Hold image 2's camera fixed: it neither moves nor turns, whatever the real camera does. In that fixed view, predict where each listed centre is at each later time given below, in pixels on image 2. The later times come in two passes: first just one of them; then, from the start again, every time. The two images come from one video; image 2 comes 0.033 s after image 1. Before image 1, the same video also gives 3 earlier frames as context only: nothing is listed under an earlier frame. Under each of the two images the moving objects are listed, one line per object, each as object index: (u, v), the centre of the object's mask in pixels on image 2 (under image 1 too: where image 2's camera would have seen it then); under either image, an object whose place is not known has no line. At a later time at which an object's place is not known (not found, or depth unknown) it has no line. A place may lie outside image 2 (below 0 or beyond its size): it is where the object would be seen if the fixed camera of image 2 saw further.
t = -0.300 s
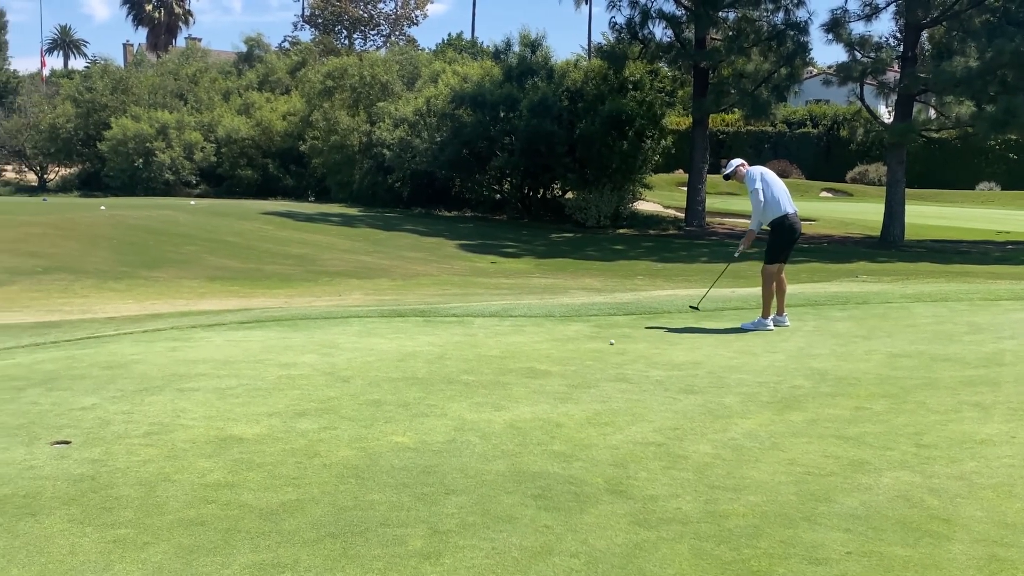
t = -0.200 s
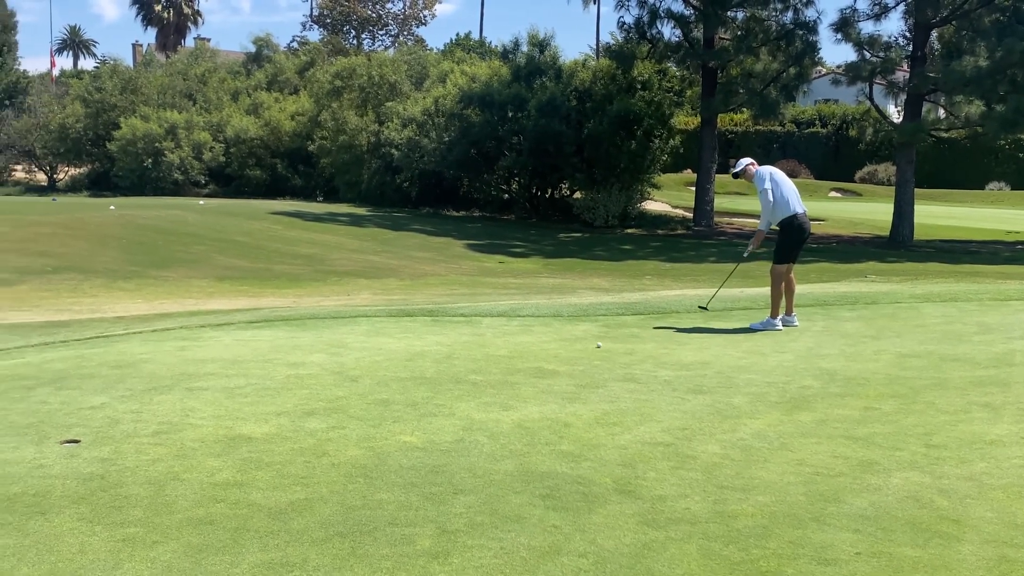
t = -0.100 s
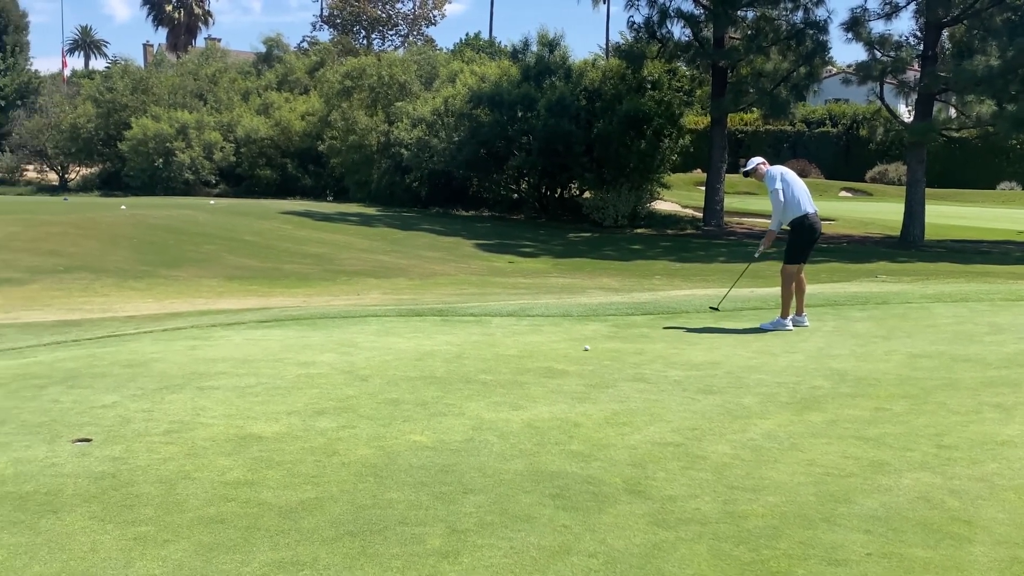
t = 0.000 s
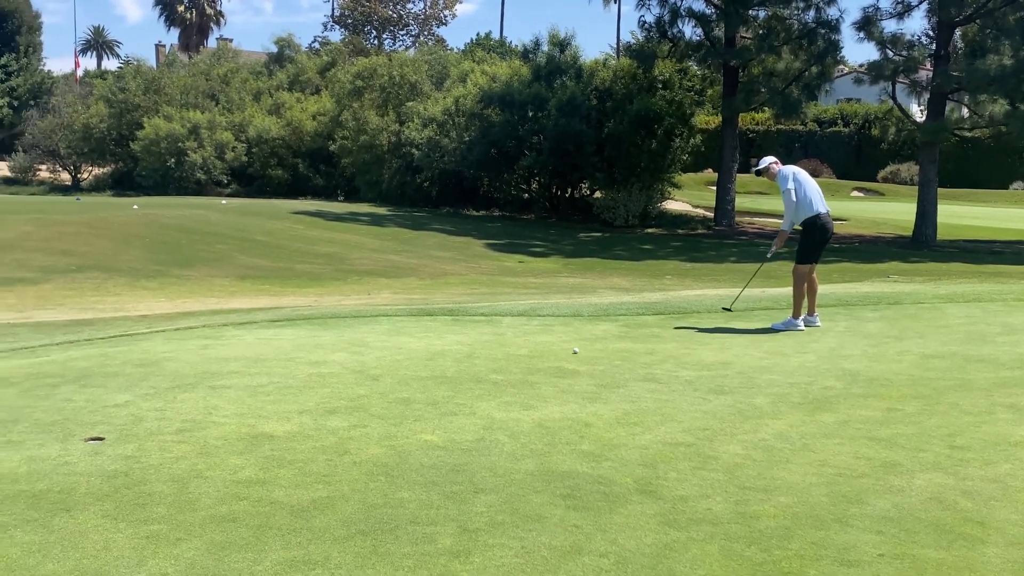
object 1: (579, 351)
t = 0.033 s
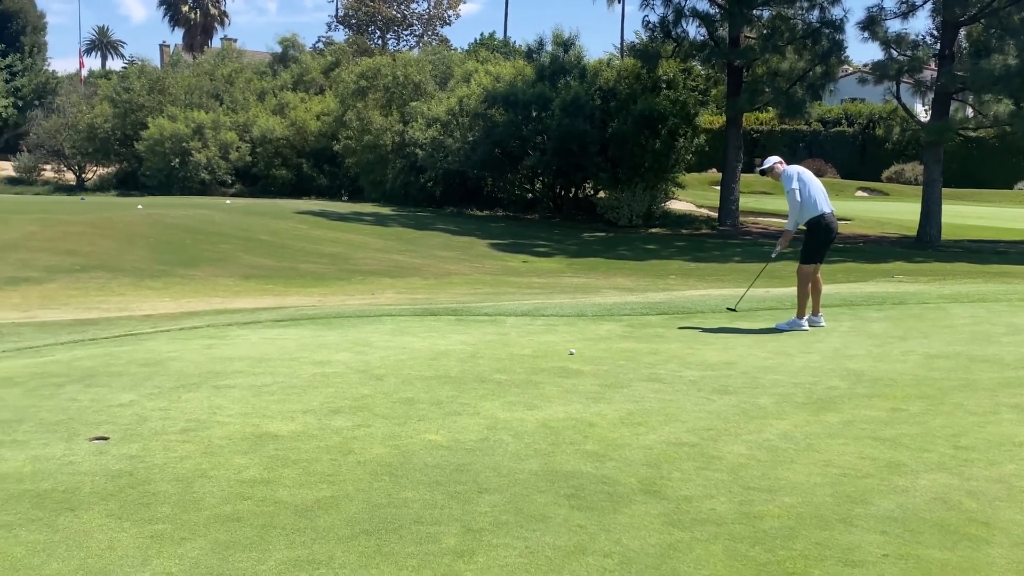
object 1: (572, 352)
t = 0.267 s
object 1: (521, 359)
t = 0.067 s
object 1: (564, 353)
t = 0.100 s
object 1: (558, 354)
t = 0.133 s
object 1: (550, 355)
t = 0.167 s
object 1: (543, 356)
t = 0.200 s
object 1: (536, 357)
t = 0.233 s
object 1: (529, 358)
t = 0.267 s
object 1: (521, 359)
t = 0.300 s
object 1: (514, 360)
